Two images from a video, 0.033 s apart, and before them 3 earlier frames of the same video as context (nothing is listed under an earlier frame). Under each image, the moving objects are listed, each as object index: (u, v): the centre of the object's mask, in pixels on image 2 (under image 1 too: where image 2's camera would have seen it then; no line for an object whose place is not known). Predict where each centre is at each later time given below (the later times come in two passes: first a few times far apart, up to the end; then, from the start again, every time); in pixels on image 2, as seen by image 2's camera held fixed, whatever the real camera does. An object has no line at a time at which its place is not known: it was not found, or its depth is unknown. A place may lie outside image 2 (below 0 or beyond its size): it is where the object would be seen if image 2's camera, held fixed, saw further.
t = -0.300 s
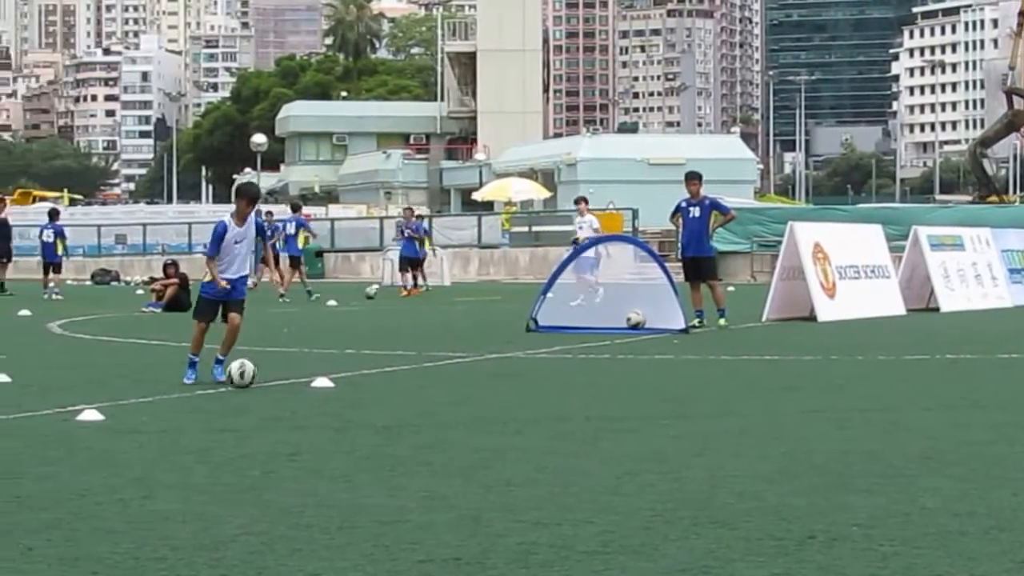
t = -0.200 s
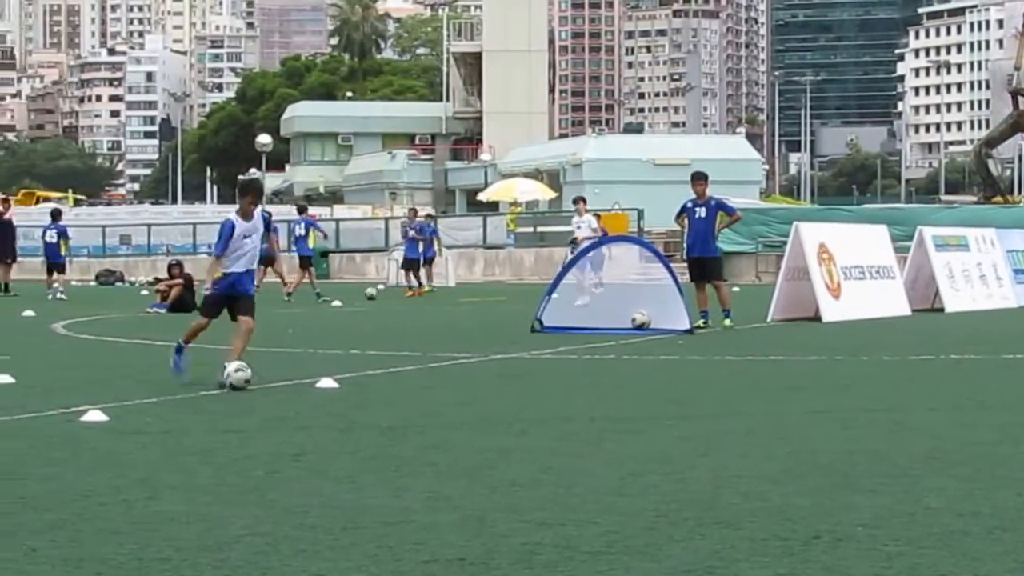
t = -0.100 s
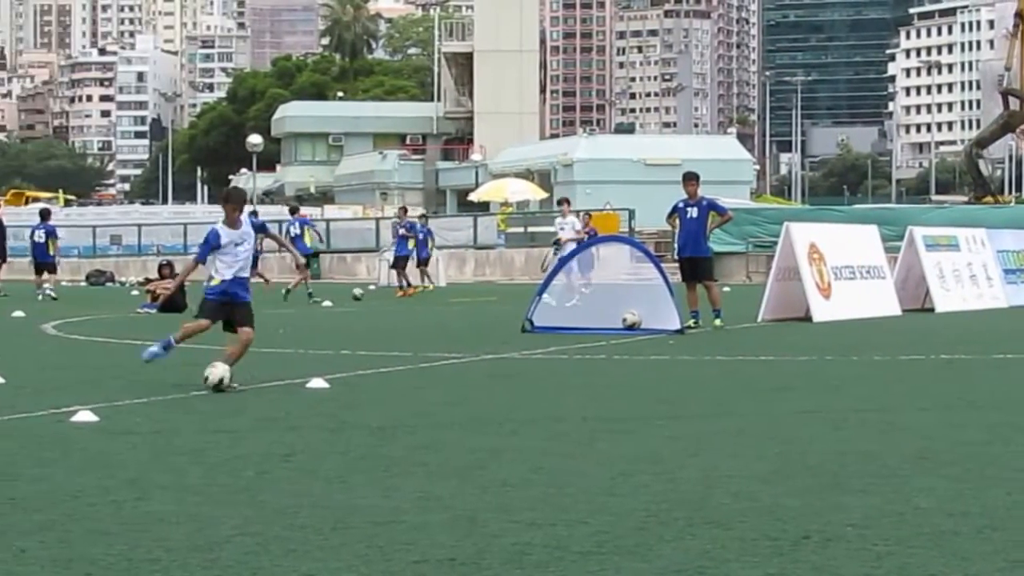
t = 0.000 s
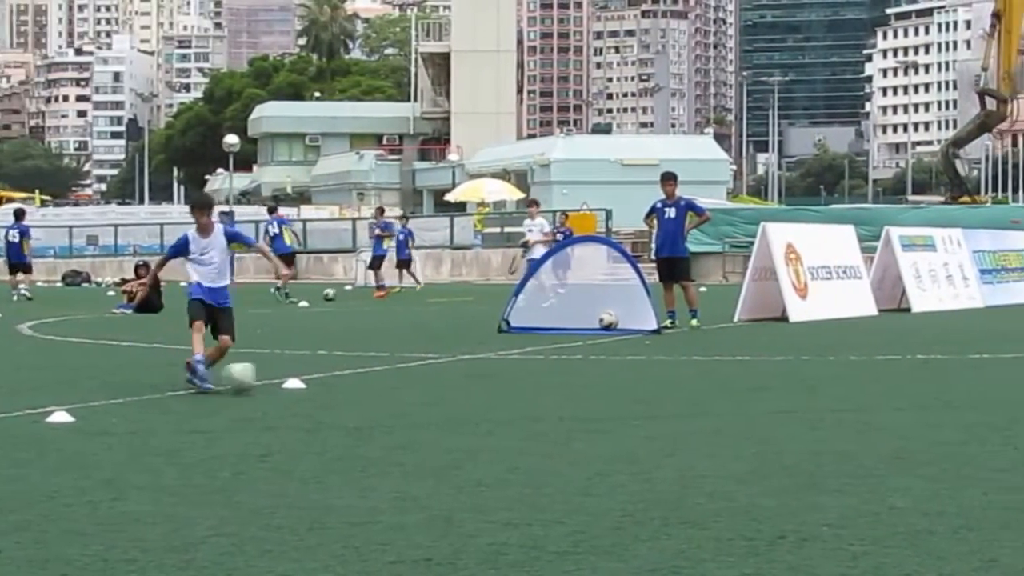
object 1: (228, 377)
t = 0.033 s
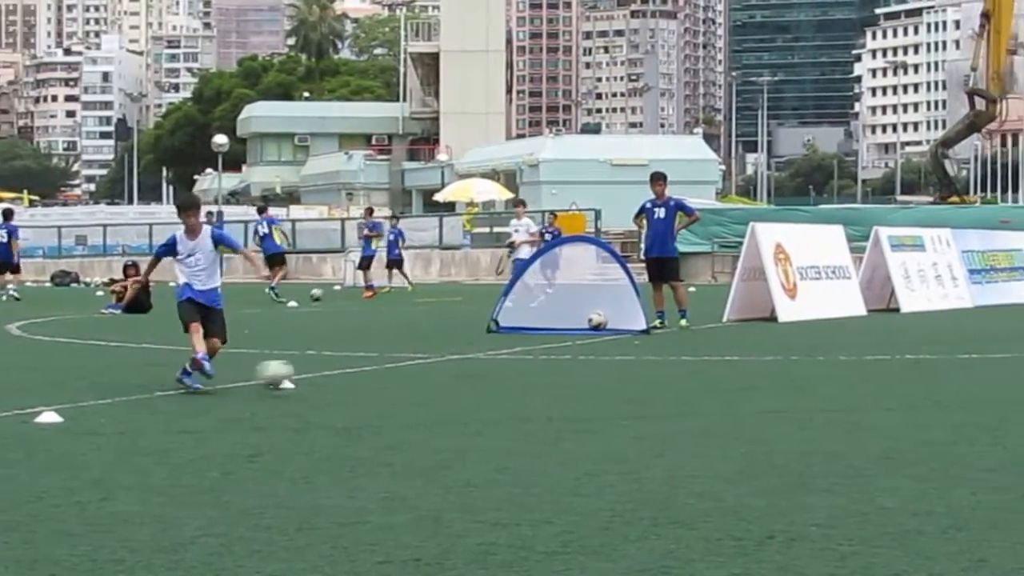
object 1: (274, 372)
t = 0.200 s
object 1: (514, 387)
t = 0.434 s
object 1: (810, 394)
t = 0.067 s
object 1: (321, 372)
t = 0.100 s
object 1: (368, 373)
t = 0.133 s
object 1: (417, 376)
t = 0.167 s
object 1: (466, 380)
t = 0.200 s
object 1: (514, 387)
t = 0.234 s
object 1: (558, 385)
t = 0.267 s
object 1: (598, 382)
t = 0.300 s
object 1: (641, 380)
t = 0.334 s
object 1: (683, 380)
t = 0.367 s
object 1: (724, 382)
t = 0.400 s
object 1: (767, 387)
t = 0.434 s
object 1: (810, 394)
